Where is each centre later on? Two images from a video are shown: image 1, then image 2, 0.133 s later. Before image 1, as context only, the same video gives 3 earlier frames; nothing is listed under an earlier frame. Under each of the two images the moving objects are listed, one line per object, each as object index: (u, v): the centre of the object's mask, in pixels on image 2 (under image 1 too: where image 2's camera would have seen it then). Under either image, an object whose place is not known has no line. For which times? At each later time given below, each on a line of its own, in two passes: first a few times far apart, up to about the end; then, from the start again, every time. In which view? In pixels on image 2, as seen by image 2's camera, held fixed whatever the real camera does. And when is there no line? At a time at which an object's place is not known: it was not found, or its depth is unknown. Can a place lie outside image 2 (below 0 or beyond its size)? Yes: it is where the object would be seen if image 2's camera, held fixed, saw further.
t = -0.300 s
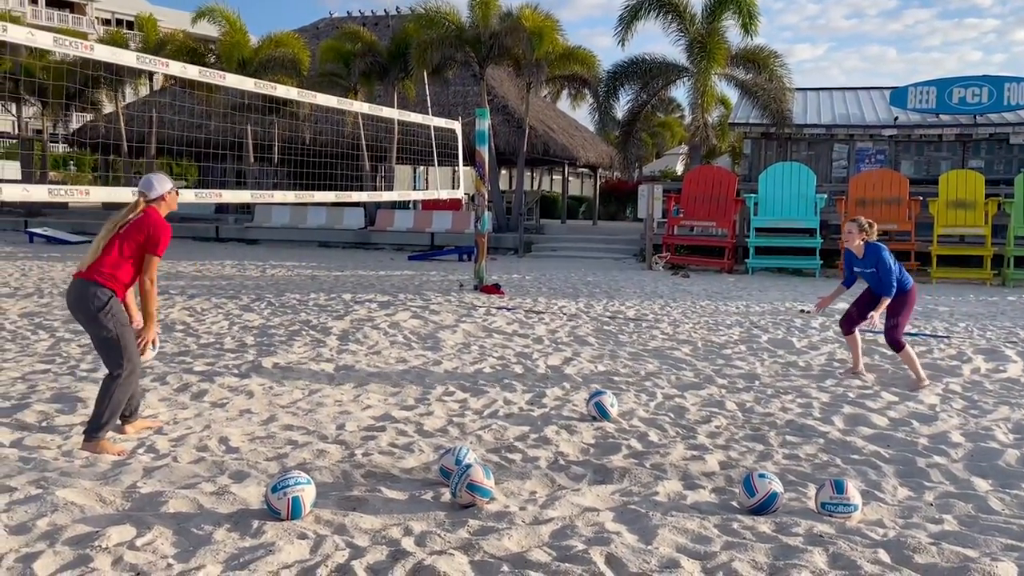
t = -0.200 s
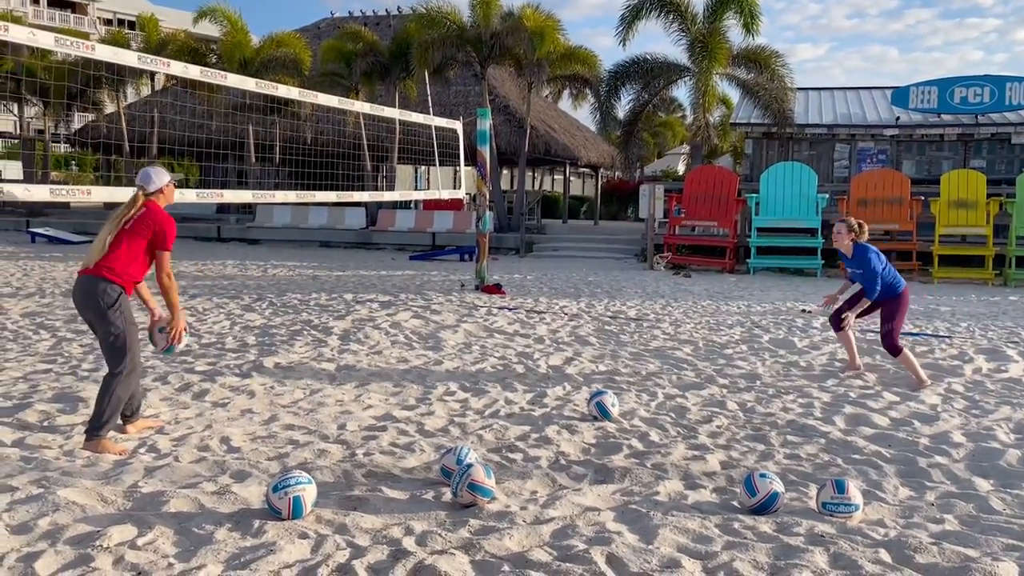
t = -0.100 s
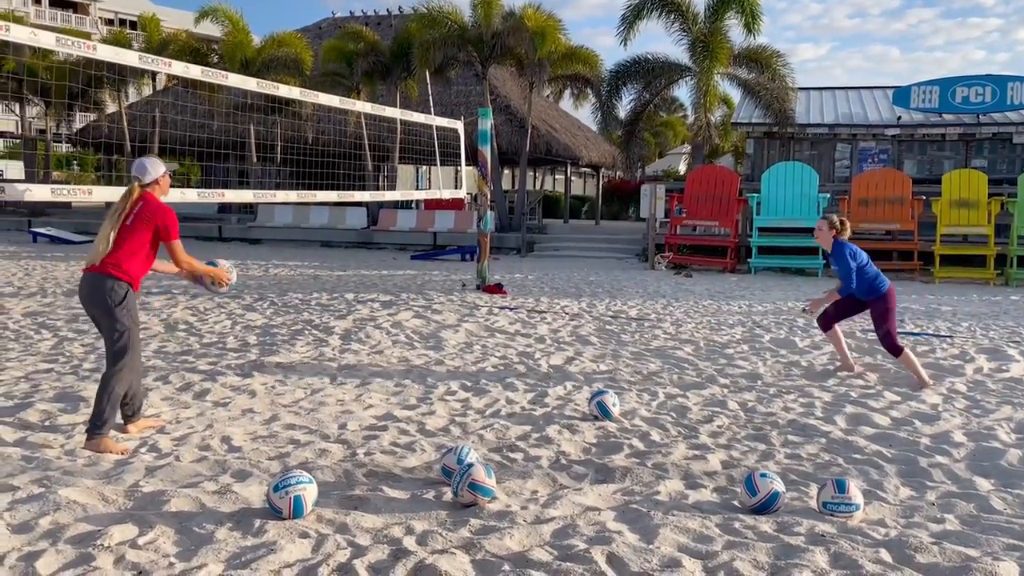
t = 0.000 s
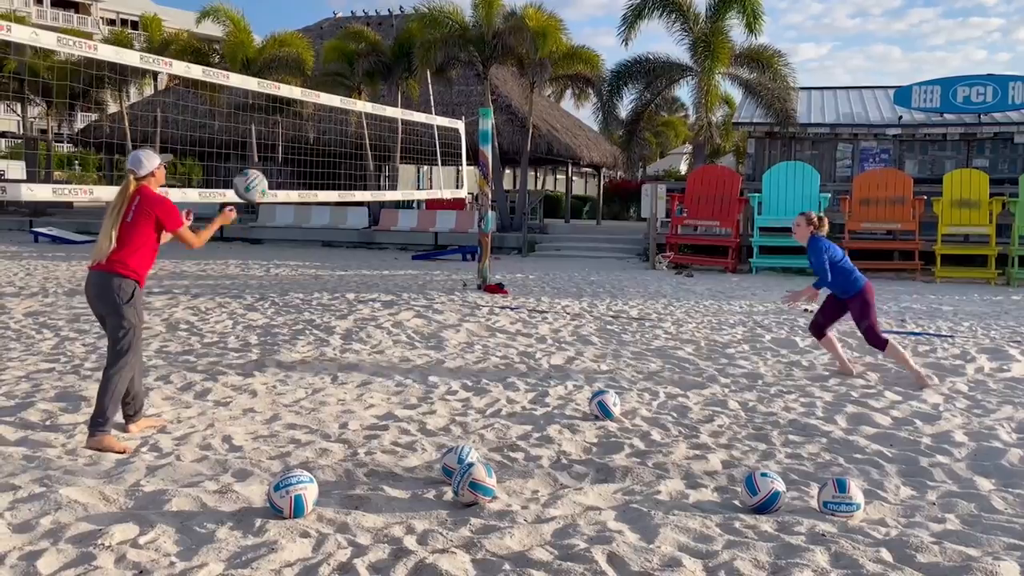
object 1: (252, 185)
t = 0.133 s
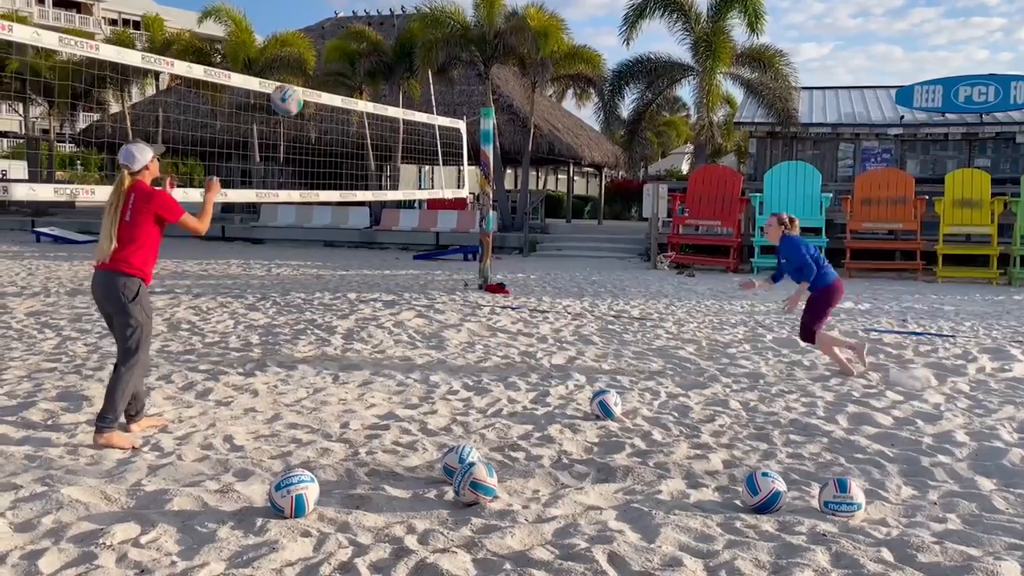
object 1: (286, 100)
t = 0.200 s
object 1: (302, 70)
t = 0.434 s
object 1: (348, 23)
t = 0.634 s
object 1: (382, 43)
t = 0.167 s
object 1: (294, 83)
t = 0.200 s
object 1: (302, 70)
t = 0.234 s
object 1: (309, 58)
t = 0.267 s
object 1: (316, 47)
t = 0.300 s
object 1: (323, 39)
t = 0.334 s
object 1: (329, 33)
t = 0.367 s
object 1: (336, 27)
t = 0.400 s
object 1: (342, 25)
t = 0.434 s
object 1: (348, 23)
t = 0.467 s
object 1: (354, 24)
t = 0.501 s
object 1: (360, 25)
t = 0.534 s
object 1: (366, 28)
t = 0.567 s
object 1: (371, 32)
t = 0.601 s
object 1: (377, 37)
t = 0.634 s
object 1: (382, 43)
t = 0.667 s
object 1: (387, 51)
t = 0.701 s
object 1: (391, 60)
